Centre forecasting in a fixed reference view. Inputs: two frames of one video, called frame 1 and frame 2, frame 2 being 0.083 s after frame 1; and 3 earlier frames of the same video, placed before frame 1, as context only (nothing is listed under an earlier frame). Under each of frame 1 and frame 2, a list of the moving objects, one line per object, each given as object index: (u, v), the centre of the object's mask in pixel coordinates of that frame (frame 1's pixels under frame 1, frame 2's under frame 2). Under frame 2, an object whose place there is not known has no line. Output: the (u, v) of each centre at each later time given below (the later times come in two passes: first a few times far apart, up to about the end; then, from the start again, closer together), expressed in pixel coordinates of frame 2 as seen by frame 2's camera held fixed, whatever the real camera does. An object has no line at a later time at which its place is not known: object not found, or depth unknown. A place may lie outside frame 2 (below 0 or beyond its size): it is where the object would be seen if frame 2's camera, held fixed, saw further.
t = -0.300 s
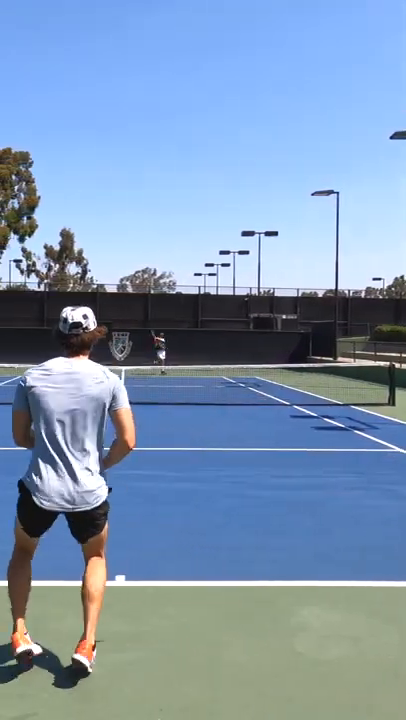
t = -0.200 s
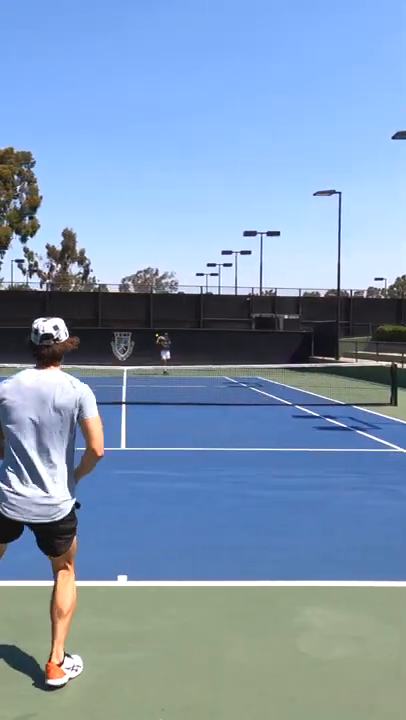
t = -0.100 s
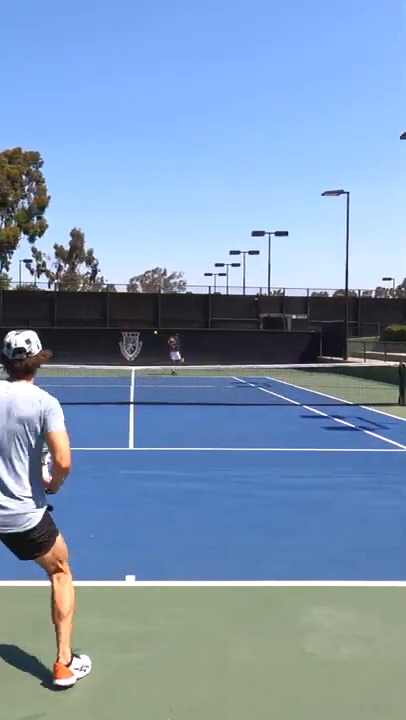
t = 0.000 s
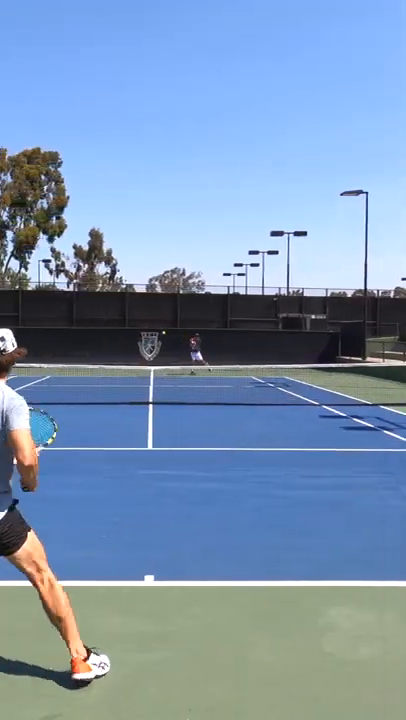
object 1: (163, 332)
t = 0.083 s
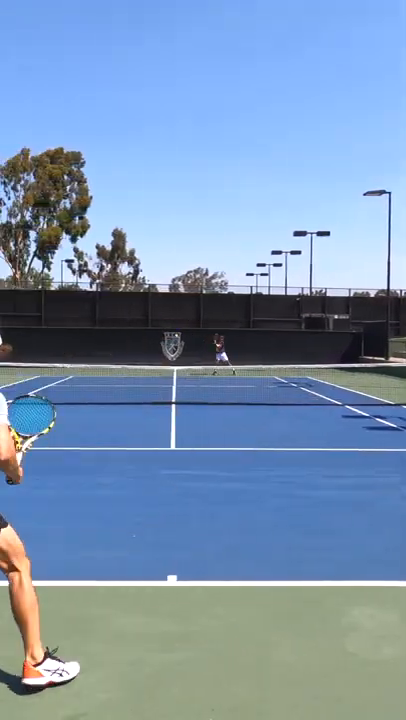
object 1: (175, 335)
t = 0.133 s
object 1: (169, 340)
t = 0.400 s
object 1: (122, 389)
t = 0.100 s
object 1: (174, 336)
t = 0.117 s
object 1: (171, 338)
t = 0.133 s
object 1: (169, 340)
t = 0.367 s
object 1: (131, 380)
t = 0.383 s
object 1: (126, 384)
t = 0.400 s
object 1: (122, 389)
